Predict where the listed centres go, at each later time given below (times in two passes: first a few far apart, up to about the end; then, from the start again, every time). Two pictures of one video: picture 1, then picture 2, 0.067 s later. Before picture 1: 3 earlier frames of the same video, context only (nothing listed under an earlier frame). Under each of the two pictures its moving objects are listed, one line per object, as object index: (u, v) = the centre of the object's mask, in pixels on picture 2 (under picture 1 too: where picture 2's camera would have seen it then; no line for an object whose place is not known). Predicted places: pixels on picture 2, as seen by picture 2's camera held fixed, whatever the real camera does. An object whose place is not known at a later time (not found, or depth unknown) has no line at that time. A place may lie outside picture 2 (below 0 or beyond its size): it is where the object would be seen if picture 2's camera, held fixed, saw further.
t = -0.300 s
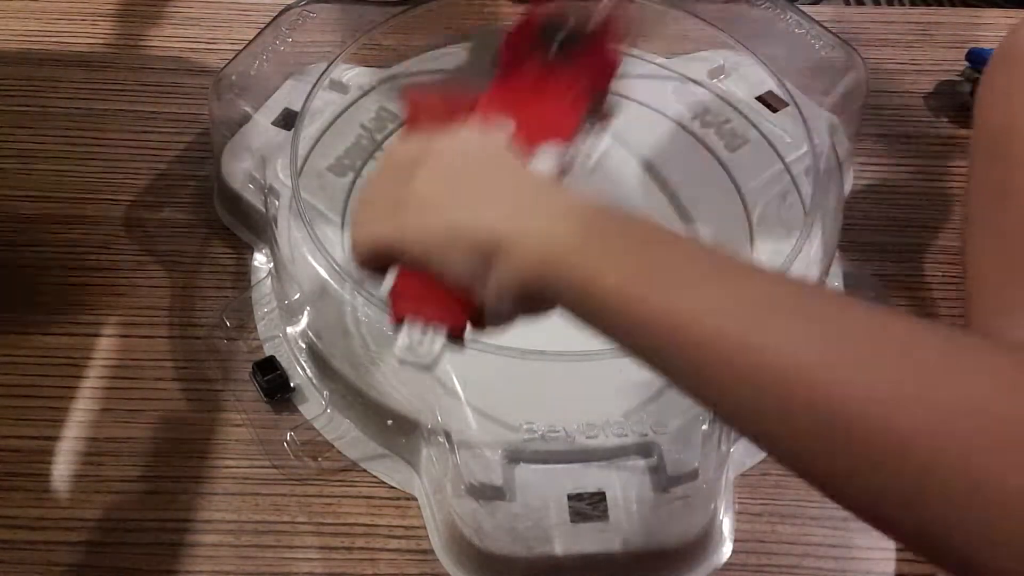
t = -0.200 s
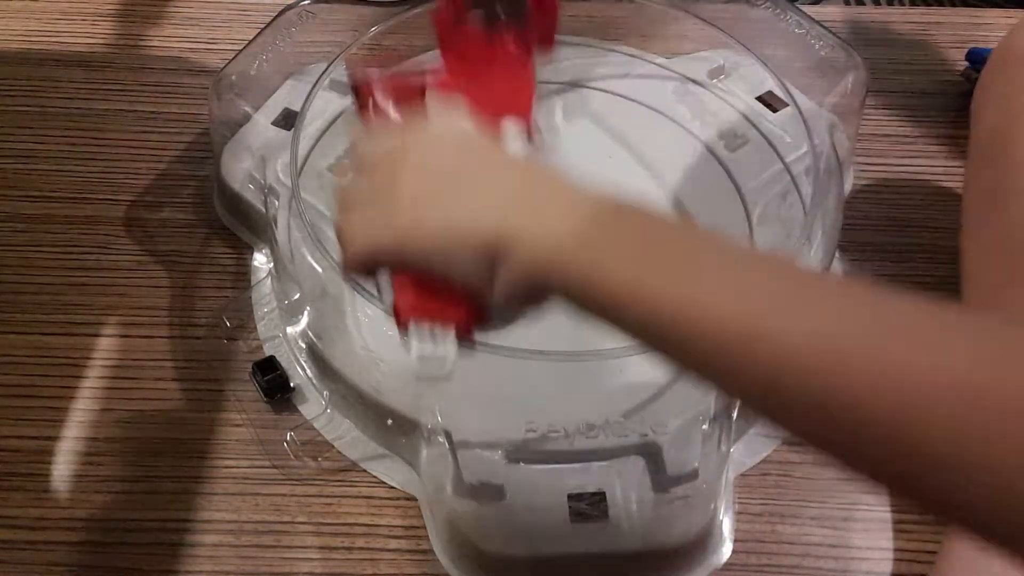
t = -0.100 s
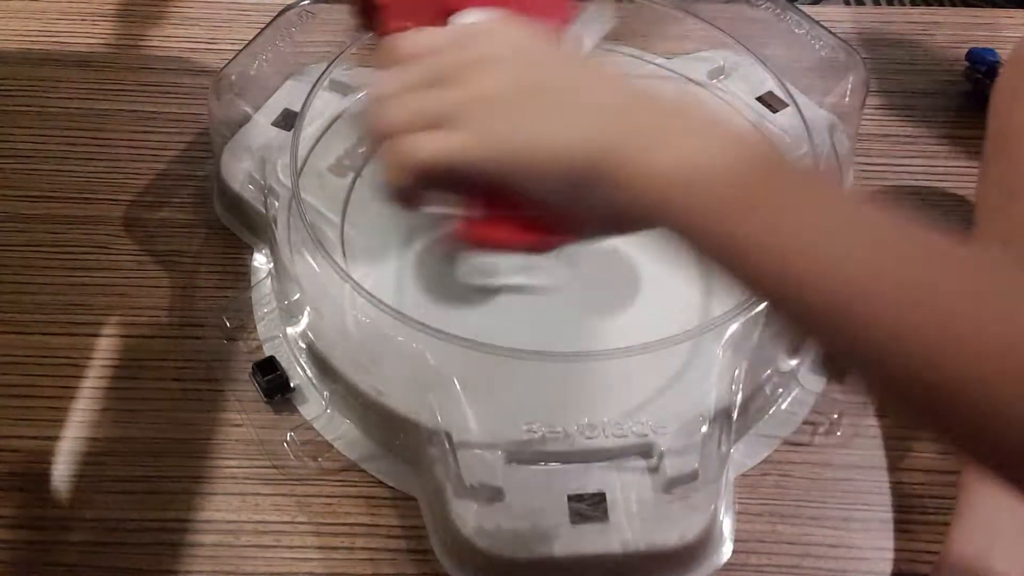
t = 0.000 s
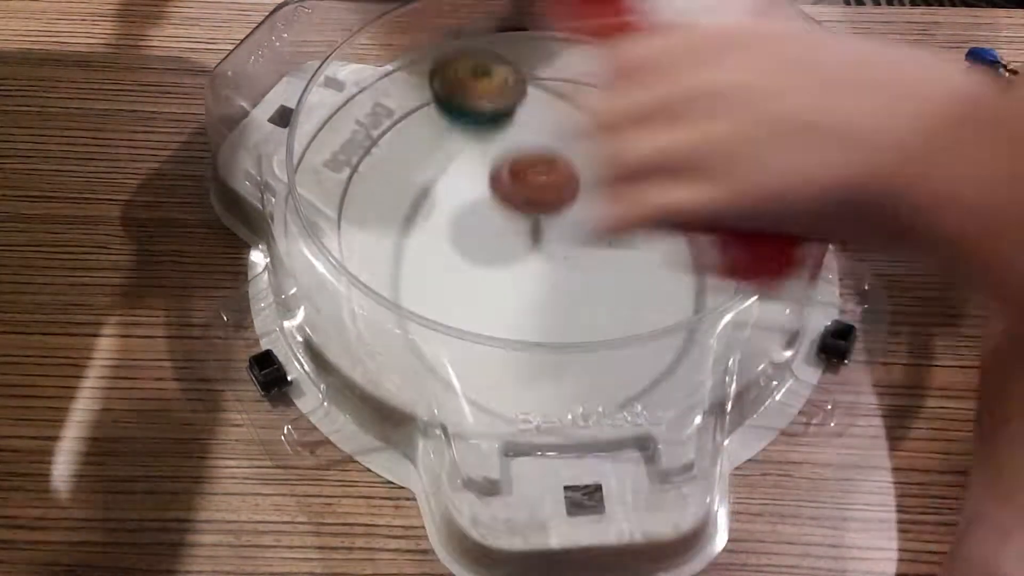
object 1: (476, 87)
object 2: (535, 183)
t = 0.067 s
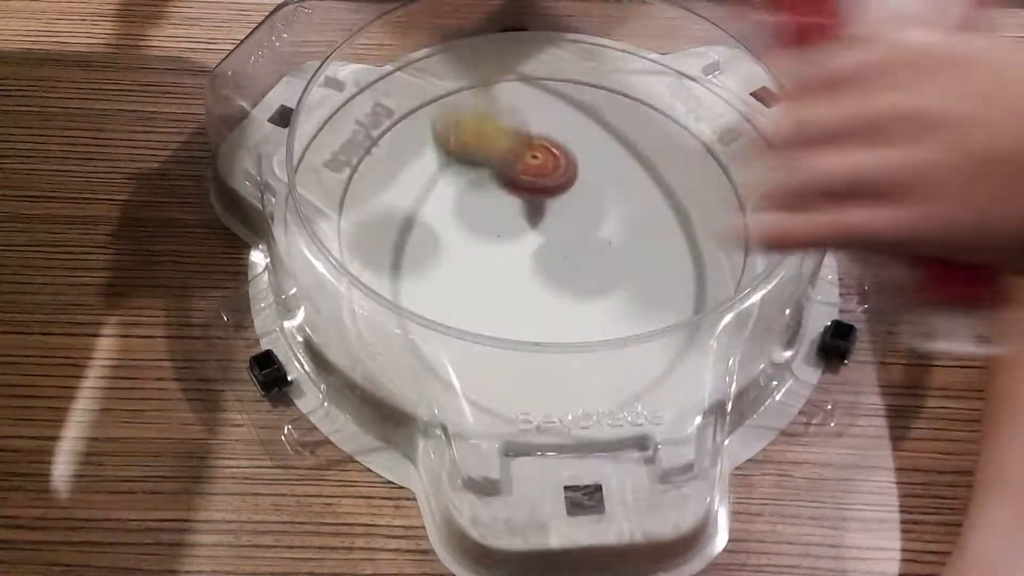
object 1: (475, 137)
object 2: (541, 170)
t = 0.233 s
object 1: (525, 263)
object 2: (502, 130)
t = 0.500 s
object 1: (600, 290)
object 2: (407, 172)
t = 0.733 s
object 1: (610, 222)
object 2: (497, 307)
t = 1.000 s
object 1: (657, 140)
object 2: (668, 278)
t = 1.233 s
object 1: (486, 110)
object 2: (684, 181)
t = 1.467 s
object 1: (401, 136)
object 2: (519, 167)
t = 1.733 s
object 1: (424, 194)
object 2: (579, 303)
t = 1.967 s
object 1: (576, 227)
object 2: (721, 208)
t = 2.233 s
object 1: (595, 267)
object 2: (494, 97)
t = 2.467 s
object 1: (497, 259)
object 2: (357, 228)
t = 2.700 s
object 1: (469, 215)
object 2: (585, 323)
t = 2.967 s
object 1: (561, 224)
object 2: (660, 135)
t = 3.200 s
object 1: (549, 254)
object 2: (445, 77)
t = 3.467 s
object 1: (518, 229)
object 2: (397, 264)
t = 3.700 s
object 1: (581, 201)
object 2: (675, 282)
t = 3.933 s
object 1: (571, 229)
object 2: (674, 95)
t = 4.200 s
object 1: (535, 226)
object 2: (420, 106)
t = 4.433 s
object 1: (540, 178)
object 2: (444, 292)
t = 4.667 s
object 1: (569, 212)
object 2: (697, 282)
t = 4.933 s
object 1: (537, 231)
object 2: (636, 99)
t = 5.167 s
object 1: (501, 217)
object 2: (411, 133)
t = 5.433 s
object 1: (561, 193)
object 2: (455, 301)
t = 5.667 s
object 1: (549, 227)
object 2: (671, 276)
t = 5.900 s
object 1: (534, 245)
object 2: (630, 121)
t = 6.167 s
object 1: (530, 191)
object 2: (449, 102)
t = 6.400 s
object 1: (558, 207)
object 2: (396, 211)
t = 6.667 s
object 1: (570, 230)
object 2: (575, 299)
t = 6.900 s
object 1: (523, 210)
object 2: (693, 204)
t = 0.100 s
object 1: (484, 184)
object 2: (533, 150)
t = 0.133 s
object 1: (482, 243)
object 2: (525, 148)
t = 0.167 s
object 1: (494, 258)
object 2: (518, 140)
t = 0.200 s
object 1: (510, 254)
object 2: (512, 134)
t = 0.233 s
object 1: (525, 263)
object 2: (502, 130)
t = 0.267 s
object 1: (540, 283)
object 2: (493, 127)
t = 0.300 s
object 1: (554, 304)
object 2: (482, 127)
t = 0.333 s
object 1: (567, 300)
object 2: (470, 129)
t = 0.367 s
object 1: (579, 304)
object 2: (457, 132)
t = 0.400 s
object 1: (588, 302)
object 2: (443, 137)
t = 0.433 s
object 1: (595, 300)
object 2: (430, 146)
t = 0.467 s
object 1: (599, 296)
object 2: (417, 157)
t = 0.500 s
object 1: (600, 290)
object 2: (407, 172)
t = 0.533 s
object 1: (599, 284)
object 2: (404, 192)
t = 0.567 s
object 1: (596, 278)
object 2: (409, 211)
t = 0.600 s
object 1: (592, 271)
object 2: (423, 232)
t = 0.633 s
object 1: (586, 265)
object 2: (443, 252)
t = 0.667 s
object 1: (580, 260)
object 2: (474, 269)
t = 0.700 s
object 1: (590, 244)
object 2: (494, 286)
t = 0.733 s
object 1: (610, 222)
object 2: (497, 307)
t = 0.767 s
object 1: (629, 200)
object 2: (505, 329)
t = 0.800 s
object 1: (645, 176)
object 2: (519, 341)
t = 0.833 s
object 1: (659, 157)
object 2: (539, 348)
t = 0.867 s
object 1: (671, 140)
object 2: (562, 346)
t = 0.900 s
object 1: (674, 131)
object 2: (590, 337)
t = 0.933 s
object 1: (672, 130)
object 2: (615, 315)
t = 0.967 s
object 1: (666, 133)
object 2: (643, 300)
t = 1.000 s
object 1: (657, 140)
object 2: (668, 278)
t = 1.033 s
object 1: (647, 151)
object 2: (677, 245)
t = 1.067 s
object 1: (632, 159)
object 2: (680, 216)
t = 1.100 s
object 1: (597, 143)
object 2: (695, 213)
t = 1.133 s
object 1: (565, 131)
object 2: (702, 209)
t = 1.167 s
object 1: (535, 121)
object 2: (703, 202)
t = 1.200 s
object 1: (509, 112)
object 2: (698, 193)
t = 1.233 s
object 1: (486, 110)
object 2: (684, 181)
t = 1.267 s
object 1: (466, 109)
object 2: (664, 169)
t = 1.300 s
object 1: (452, 109)
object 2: (637, 158)
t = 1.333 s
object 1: (443, 114)
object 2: (605, 151)
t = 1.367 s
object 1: (439, 118)
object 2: (572, 147)
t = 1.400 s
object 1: (440, 127)
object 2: (535, 148)
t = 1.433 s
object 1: (426, 131)
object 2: (522, 153)
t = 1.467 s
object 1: (401, 136)
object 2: (519, 167)
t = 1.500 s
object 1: (383, 140)
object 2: (514, 182)
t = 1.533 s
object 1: (371, 145)
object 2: (508, 202)
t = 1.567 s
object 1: (367, 152)
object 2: (507, 222)
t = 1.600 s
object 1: (370, 160)
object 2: (511, 245)
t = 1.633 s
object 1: (377, 170)
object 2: (520, 263)
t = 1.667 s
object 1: (389, 179)
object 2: (534, 280)
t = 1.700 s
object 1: (405, 187)
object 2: (555, 294)
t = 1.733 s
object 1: (424, 194)
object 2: (579, 303)
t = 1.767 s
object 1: (445, 201)
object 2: (606, 304)
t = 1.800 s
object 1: (466, 208)
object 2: (633, 302)
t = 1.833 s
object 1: (491, 214)
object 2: (660, 293)
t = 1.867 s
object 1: (514, 217)
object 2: (688, 278)
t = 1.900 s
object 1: (536, 220)
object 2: (708, 260)
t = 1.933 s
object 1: (557, 224)
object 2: (720, 235)
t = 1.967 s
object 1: (576, 227)
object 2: (721, 208)
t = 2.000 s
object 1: (591, 229)
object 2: (711, 179)
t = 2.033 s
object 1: (604, 233)
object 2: (693, 153)
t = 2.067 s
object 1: (610, 237)
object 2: (667, 134)
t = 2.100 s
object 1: (615, 243)
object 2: (637, 117)
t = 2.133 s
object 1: (615, 249)
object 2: (601, 105)
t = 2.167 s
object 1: (612, 255)
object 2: (566, 97)
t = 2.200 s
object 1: (605, 261)
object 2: (529, 96)
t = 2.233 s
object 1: (595, 267)
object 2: (494, 97)
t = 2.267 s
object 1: (585, 272)
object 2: (459, 106)
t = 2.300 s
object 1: (570, 274)
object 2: (427, 117)
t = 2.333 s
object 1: (556, 274)
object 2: (400, 133)
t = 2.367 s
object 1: (541, 272)
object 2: (375, 154)
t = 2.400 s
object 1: (526, 269)
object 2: (356, 177)
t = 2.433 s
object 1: (512, 264)
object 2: (346, 200)
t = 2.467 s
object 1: (497, 259)
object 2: (357, 228)
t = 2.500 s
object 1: (481, 252)
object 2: (374, 254)
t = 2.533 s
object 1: (471, 245)
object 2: (394, 280)
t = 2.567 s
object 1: (464, 237)
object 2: (419, 304)
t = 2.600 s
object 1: (460, 231)
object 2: (459, 324)
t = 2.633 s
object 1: (461, 225)
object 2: (499, 338)
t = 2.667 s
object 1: (462, 220)
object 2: (544, 341)
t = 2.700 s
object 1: (469, 215)
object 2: (585, 323)
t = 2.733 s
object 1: (476, 212)
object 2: (622, 314)
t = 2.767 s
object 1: (488, 211)
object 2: (656, 297)
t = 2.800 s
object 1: (502, 210)
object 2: (682, 276)
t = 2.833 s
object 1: (516, 211)
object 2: (695, 252)
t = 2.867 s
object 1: (529, 213)
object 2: (697, 220)
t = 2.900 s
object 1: (542, 216)
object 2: (692, 189)
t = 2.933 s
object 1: (552, 220)
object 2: (678, 158)
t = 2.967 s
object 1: (561, 224)
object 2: (660, 135)
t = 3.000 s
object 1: (569, 229)
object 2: (635, 113)
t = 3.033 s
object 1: (572, 235)
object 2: (607, 94)
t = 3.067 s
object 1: (573, 240)
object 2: (577, 79)
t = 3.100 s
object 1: (570, 246)
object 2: (543, 70)
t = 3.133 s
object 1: (566, 250)
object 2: (509, 67)
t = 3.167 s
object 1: (559, 253)
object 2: (476, 66)
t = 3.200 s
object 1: (549, 254)
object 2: (445, 77)
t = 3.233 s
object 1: (538, 255)
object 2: (418, 91)
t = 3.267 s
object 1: (529, 253)
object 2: (390, 108)
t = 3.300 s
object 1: (522, 252)
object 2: (373, 128)
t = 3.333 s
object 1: (516, 249)
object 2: (361, 153)
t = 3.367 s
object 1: (513, 247)
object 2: (356, 180)
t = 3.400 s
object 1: (512, 242)
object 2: (358, 210)
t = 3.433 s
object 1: (514, 236)
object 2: (374, 241)
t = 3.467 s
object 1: (518, 229)
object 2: (397, 264)
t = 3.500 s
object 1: (524, 223)
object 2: (430, 287)
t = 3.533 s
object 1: (533, 218)
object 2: (466, 303)
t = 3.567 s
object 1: (543, 213)
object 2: (509, 312)
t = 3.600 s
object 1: (556, 209)
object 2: (554, 315)
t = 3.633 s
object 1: (565, 206)
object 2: (597, 311)
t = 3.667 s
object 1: (574, 203)
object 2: (638, 301)
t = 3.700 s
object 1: (581, 201)
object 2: (675, 282)
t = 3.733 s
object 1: (584, 201)
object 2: (704, 260)
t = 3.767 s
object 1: (587, 201)
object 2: (725, 230)
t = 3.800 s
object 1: (586, 205)
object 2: (733, 200)
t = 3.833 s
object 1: (584, 209)
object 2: (735, 169)
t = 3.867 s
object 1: (581, 215)
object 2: (721, 140)
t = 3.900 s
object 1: (577, 222)
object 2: (699, 118)
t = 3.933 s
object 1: (571, 229)
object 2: (674, 95)
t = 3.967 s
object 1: (566, 235)
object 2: (646, 80)
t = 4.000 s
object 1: (561, 240)
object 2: (615, 71)
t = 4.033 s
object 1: (557, 243)
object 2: (581, 63)
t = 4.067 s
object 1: (552, 243)
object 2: (545, 61)
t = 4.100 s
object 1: (547, 241)
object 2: (508, 64)
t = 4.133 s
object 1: (543, 238)
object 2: (476, 73)
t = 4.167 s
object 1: (538, 232)
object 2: (445, 90)
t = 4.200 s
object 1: (535, 226)
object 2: (420, 106)
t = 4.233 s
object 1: (534, 218)
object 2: (399, 130)
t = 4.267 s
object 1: (535, 210)
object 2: (387, 155)
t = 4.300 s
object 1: (537, 201)
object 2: (381, 184)
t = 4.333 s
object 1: (539, 193)
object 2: (384, 213)
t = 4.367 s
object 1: (541, 186)
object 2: (393, 244)
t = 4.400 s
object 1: (541, 180)
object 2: (414, 268)
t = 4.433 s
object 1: (540, 178)
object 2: (444, 292)
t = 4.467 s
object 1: (540, 178)
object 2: (479, 308)
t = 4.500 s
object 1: (542, 180)
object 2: (514, 330)
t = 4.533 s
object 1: (545, 184)
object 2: (556, 336)
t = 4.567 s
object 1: (551, 190)
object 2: (600, 336)
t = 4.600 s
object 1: (559, 197)
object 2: (645, 324)
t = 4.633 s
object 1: (565, 205)
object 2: (670, 302)
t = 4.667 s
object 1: (569, 212)
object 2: (697, 282)
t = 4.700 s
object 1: (574, 219)
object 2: (721, 260)
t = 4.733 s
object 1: (576, 223)
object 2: (735, 236)
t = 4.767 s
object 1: (579, 226)
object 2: (739, 207)
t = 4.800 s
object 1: (574, 229)
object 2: (731, 182)
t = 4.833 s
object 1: (569, 230)
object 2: (715, 153)
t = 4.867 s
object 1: (560, 231)
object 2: (692, 129)
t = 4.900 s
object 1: (550, 232)
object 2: (666, 112)
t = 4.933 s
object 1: (537, 231)
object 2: (636, 99)
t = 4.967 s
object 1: (526, 229)
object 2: (603, 90)
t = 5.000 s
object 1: (517, 225)
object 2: (567, 87)
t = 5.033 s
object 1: (510, 223)
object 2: (532, 89)
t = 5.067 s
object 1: (504, 220)
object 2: (499, 93)
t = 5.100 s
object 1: (500, 219)
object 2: (466, 104)
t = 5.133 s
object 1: (499, 218)
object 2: (437, 117)
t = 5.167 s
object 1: (501, 217)
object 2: (411, 133)
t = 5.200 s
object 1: (506, 216)
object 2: (392, 154)
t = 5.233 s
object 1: (513, 213)
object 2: (382, 175)
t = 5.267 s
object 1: (524, 210)
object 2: (376, 198)
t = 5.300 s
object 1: (534, 207)
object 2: (376, 225)
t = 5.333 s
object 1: (543, 203)
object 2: (386, 247)
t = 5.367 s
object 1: (552, 198)
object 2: (404, 270)
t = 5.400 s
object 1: (558, 194)
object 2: (427, 289)
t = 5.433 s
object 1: (561, 193)
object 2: (455, 301)
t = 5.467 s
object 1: (563, 193)
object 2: (485, 311)
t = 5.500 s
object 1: (564, 196)
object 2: (523, 318)
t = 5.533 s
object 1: (565, 201)
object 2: (558, 319)
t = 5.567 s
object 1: (564, 208)
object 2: (592, 315)
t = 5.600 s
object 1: (561, 214)
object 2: (623, 307)
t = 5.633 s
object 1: (558, 221)
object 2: (650, 294)
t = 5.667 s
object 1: (549, 227)
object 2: (671, 276)
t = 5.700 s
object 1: (543, 232)
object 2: (682, 255)
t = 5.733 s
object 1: (538, 236)
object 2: (686, 232)
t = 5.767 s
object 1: (534, 241)
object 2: (685, 203)
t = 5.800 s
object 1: (531, 244)
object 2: (678, 178)
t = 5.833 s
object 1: (531, 246)
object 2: (666, 154)
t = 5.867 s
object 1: (532, 247)
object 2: (650, 137)
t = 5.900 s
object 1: (534, 245)
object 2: (630, 121)
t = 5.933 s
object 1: (535, 242)
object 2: (609, 111)
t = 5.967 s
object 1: (535, 236)
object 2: (587, 101)
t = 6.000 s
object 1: (536, 229)
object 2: (564, 95)
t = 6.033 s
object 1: (537, 220)
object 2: (540, 92)
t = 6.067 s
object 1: (539, 211)
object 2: (518, 90)
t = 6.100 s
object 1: (538, 202)
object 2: (494, 91)
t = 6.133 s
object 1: (533, 195)
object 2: (470, 95)
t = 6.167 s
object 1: (530, 191)
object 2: (449, 102)
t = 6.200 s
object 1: (530, 189)
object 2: (431, 113)
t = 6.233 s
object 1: (531, 188)
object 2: (414, 124)
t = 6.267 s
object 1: (535, 189)
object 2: (403, 138)
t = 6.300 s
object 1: (540, 191)
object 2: (393, 155)
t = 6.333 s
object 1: (547, 195)
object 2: (388, 174)
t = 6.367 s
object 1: (553, 201)
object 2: (389, 193)
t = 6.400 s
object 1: (558, 207)
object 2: (396, 211)
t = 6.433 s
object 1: (564, 213)
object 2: (406, 232)
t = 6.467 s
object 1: (566, 219)
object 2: (423, 250)
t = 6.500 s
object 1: (566, 224)
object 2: (440, 268)
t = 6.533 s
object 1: (570, 229)
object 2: (464, 282)
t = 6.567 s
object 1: (569, 233)
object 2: (489, 291)
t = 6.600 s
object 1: (570, 235)
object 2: (518, 297)
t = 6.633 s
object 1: (571, 232)
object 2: (546, 300)
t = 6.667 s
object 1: (570, 230)
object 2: (575, 299)
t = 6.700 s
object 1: (567, 227)
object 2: (600, 292)
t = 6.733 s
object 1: (565, 226)
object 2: (626, 285)
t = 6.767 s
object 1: (561, 222)
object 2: (647, 273)
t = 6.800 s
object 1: (553, 218)
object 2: (666, 257)
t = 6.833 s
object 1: (542, 214)
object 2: (679, 241)
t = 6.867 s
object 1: (532, 211)
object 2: (688, 224)
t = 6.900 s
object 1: (523, 210)
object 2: (693, 204)
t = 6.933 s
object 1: (515, 210)
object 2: (694, 185)
